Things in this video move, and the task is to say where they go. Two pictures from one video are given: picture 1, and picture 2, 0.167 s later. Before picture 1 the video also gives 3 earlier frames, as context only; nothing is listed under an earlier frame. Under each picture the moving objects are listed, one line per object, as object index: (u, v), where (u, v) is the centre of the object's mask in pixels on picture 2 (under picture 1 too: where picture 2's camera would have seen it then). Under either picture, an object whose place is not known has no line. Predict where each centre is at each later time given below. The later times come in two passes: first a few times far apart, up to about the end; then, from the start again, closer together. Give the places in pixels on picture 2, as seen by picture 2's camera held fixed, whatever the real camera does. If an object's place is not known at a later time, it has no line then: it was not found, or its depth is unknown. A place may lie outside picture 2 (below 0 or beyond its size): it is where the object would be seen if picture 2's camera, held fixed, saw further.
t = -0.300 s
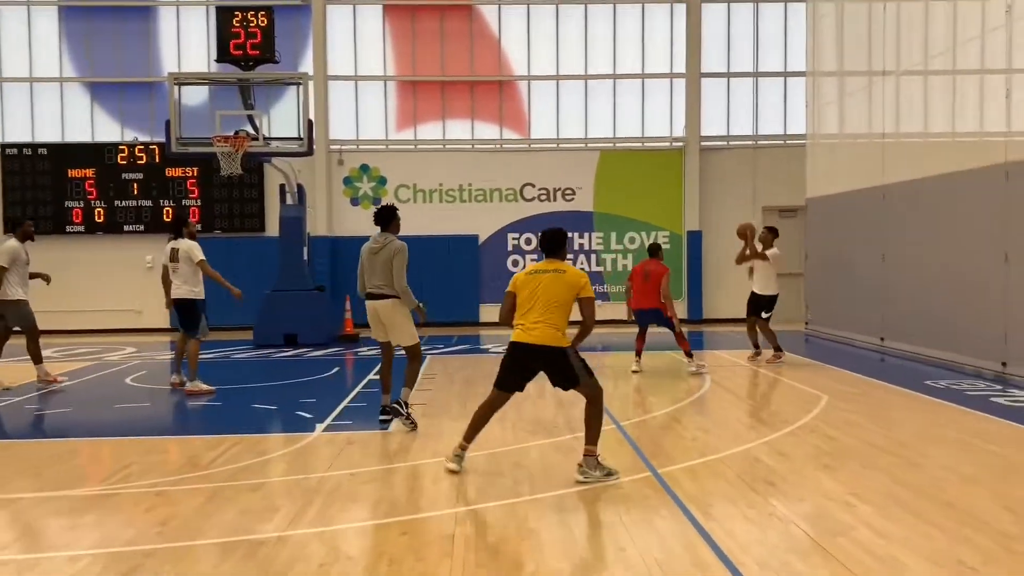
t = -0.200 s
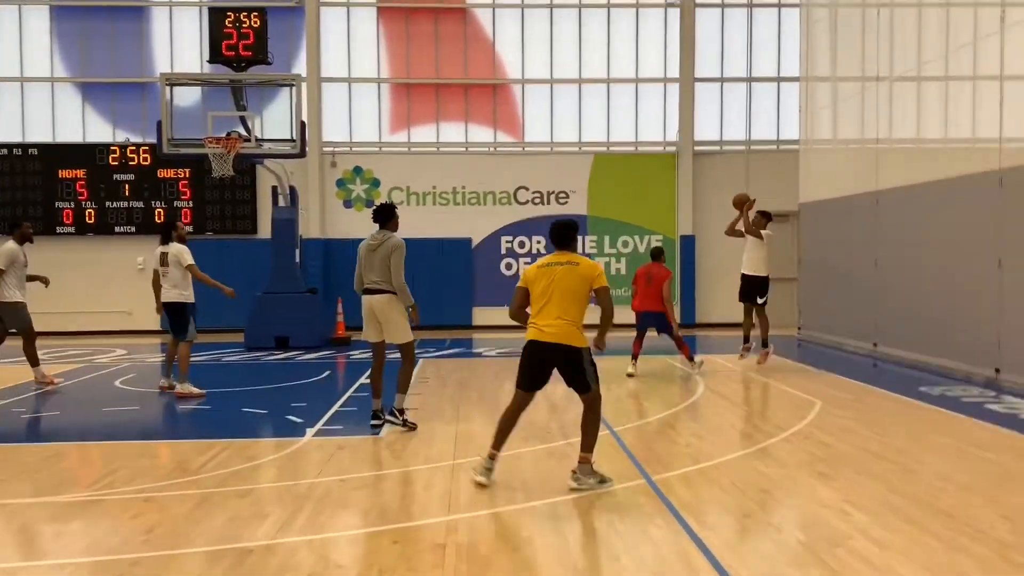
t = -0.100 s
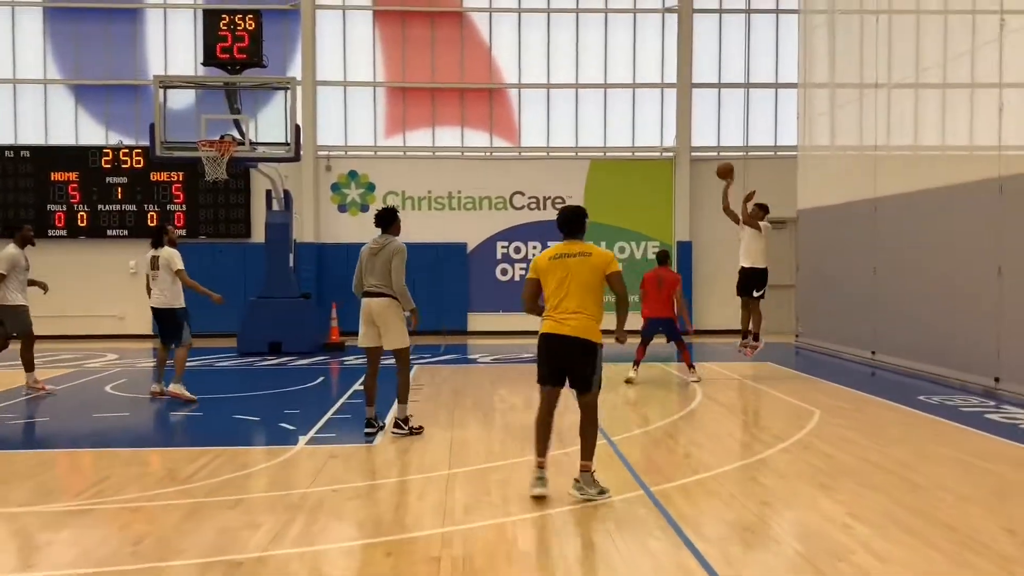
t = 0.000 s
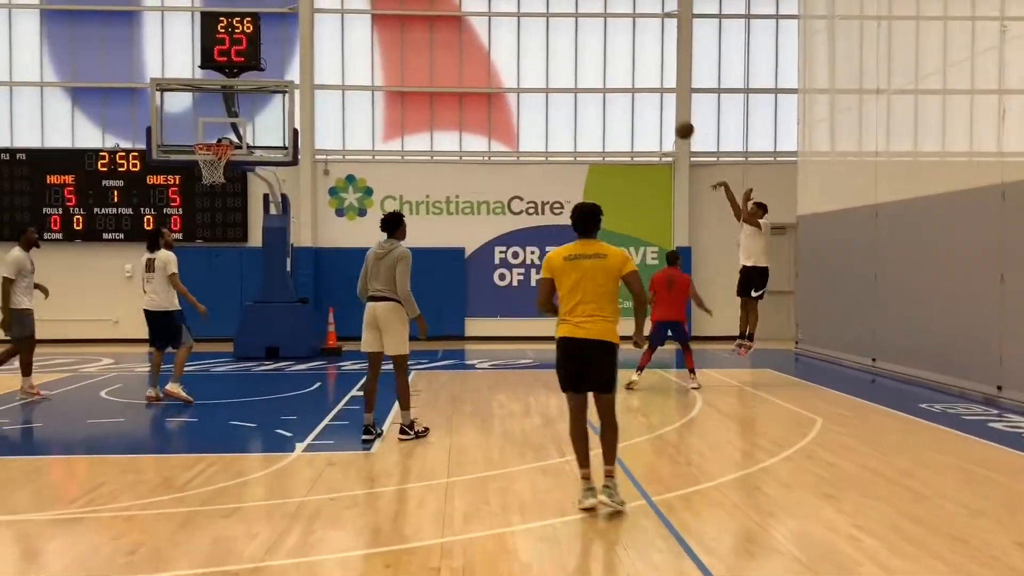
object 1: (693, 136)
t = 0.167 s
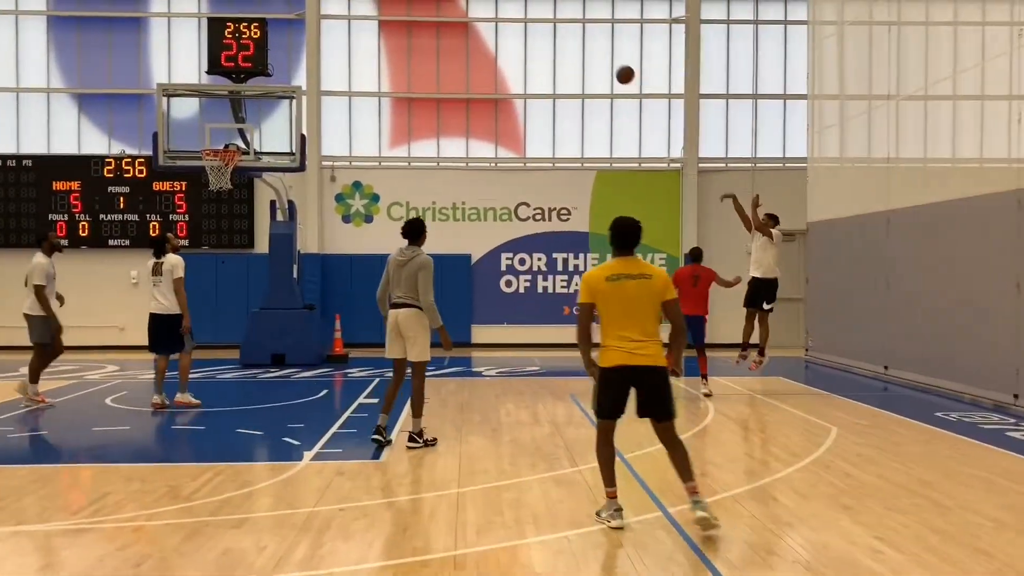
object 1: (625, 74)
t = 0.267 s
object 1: (584, 47)
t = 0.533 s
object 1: (476, 12)
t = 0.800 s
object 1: (368, 31)
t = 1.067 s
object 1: (256, 108)
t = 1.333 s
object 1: (242, 190)
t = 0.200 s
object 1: (611, 65)
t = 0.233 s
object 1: (598, 55)
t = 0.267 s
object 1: (584, 47)
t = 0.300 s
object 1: (570, 40)
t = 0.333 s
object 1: (557, 33)
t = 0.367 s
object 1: (544, 27)
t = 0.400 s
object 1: (530, 22)
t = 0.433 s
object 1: (517, 18)
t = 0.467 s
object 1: (503, 16)
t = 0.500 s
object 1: (489, 13)
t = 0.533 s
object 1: (476, 12)
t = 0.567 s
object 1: (461, 12)
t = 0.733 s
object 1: (394, 22)
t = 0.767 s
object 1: (380, 26)
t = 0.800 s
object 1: (368, 31)
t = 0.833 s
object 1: (353, 38)
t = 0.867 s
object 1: (340, 45)
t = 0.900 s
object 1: (324, 53)
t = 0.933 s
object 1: (311, 62)
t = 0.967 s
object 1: (296, 72)
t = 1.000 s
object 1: (282, 84)
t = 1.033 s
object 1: (270, 95)
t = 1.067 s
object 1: (256, 108)
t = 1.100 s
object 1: (242, 120)
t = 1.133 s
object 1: (228, 135)
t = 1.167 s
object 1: (214, 147)
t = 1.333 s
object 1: (242, 190)
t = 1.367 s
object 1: (247, 198)
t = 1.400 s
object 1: (250, 207)
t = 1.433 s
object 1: (253, 217)
